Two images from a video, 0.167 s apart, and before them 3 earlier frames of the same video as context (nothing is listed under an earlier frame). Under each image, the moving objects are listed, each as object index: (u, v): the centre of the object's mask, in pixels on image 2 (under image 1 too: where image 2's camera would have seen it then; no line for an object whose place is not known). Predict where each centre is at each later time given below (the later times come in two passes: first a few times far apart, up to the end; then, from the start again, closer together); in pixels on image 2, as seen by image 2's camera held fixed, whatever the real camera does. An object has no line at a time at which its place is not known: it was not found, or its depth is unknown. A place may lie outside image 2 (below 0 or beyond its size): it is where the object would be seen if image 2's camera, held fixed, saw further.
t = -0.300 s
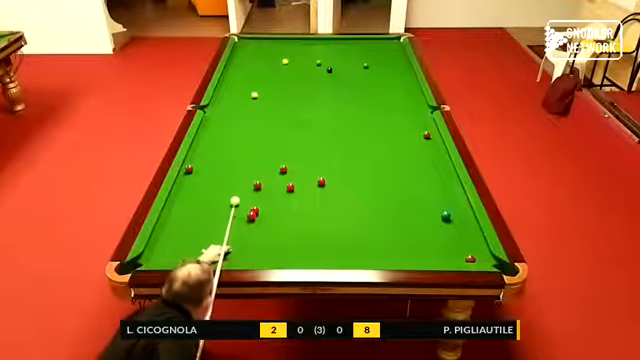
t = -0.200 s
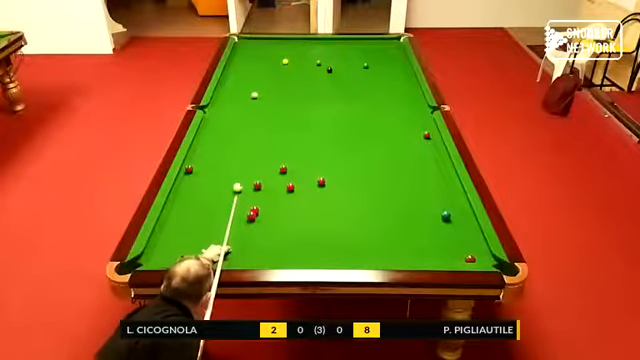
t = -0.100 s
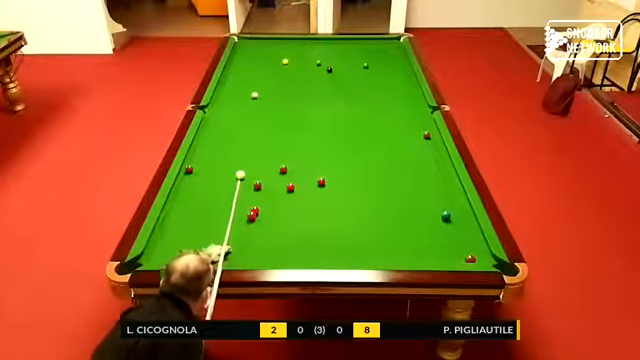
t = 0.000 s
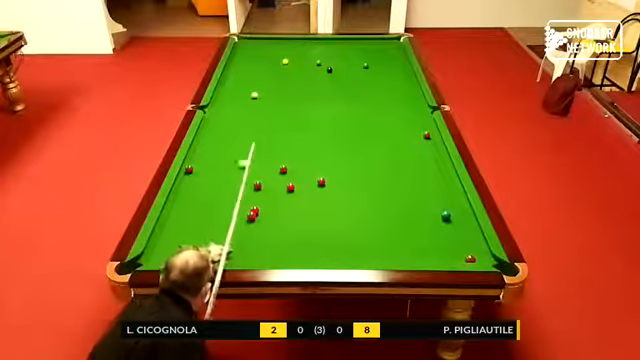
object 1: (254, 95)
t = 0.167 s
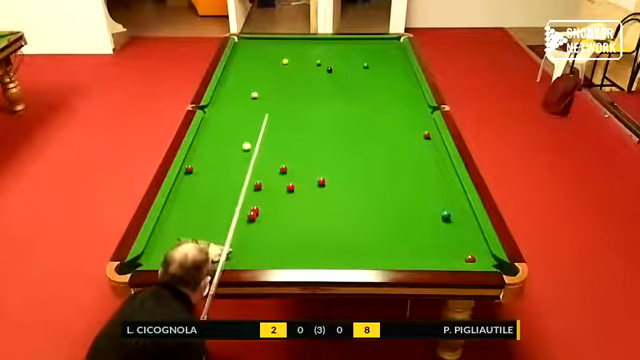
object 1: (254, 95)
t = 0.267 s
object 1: (254, 95)
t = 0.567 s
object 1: (254, 95)
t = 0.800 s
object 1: (254, 94)
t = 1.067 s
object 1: (250, 83)
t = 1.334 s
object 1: (246, 74)
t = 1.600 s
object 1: (244, 67)
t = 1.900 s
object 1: (240, 59)
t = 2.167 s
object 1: (237, 52)
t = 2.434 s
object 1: (236, 47)
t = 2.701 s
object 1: (237, 44)
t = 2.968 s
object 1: (240, 40)
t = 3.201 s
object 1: (241, 38)
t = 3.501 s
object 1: (239, 41)
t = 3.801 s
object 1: (237, 44)
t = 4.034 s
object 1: (236, 46)
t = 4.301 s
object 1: (236, 47)
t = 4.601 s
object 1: (236, 48)
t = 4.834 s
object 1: (236, 50)
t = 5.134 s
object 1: (236, 51)
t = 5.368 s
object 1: (236, 52)
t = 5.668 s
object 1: (236, 52)
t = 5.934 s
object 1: (236, 52)
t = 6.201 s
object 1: (236, 53)
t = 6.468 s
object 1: (235, 53)
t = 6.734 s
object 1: (235, 53)
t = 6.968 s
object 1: (235, 53)
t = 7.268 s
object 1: (235, 53)
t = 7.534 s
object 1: (235, 53)
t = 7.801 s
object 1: (235, 53)
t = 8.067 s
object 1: (235, 53)
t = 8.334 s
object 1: (235, 53)
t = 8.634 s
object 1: (235, 53)
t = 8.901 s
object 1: (236, 53)
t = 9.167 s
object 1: (235, 53)
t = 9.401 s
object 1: (235, 53)
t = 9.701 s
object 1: (235, 53)
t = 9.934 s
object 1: (235, 53)
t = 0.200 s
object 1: (254, 95)
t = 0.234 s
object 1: (254, 95)
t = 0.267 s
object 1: (254, 95)
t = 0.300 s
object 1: (254, 95)
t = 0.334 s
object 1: (254, 95)
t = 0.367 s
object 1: (254, 95)
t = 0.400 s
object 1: (254, 95)
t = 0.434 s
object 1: (254, 95)
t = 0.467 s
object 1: (254, 95)
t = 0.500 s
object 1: (254, 95)
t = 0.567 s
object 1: (254, 95)
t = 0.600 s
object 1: (254, 95)
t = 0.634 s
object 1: (254, 95)
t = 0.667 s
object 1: (254, 95)
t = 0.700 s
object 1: (254, 95)
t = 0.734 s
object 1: (254, 94)
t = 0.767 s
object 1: (254, 94)
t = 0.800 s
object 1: (254, 94)
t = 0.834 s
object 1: (253, 91)
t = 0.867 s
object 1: (252, 91)
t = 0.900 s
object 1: (252, 89)
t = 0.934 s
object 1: (251, 88)
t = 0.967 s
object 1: (252, 87)
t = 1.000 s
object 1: (250, 85)
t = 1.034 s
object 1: (250, 84)
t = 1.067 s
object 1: (250, 83)
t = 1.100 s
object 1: (249, 82)
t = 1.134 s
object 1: (249, 81)
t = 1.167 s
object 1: (248, 80)
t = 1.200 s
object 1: (248, 79)
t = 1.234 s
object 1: (248, 77)
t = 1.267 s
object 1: (247, 76)
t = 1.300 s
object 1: (247, 75)
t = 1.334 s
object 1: (246, 74)
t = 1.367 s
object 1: (246, 73)
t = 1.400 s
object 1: (246, 72)
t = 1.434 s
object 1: (245, 71)
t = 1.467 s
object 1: (245, 70)
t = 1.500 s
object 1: (245, 70)
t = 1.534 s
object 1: (244, 69)
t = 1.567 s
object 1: (244, 68)
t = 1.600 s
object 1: (244, 67)
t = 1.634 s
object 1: (243, 66)
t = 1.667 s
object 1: (243, 65)
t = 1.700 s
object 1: (242, 64)
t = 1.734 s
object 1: (242, 63)
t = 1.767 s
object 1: (242, 62)
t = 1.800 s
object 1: (242, 62)
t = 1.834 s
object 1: (241, 61)
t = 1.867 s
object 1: (241, 60)
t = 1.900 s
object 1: (240, 59)
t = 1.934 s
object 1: (241, 58)
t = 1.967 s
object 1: (240, 57)
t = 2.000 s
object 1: (239, 57)
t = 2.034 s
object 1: (239, 56)
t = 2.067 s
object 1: (239, 55)
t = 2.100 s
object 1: (239, 55)
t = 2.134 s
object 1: (238, 53)
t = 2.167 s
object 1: (237, 52)
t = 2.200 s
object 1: (237, 52)
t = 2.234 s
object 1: (238, 51)
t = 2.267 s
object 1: (237, 51)
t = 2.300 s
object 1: (236, 50)
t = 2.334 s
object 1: (237, 50)
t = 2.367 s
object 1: (236, 48)
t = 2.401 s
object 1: (236, 48)
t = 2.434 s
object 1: (236, 47)
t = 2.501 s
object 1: (236, 47)
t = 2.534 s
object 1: (236, 46)
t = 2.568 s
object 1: (236, 46)
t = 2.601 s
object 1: (236, 44)
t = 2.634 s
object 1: (236, 44)
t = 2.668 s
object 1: (237, 44)
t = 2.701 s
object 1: (237, 44)
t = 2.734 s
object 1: (239, 42)
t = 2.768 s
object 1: (239, 41)
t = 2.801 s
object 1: (239, 41)
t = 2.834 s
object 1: (239, 41)
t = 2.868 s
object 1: (239, 41)
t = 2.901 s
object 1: (239, 41)
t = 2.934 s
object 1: (240, 40)
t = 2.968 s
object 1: (240, 40)
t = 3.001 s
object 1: (241, 39)
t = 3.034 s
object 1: (242, 38)
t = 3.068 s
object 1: (242, 38)
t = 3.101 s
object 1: (242, 38)
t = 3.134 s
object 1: (242, 38)
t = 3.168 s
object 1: (242, 38)
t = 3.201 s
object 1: (241, 38)
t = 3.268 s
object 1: (241, 39)
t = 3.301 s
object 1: (241, 39)
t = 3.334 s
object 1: (240, 40)
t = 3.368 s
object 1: (240, 41)
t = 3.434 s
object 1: (239, 41)
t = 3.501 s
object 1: (239, 41)
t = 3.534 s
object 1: (239, 41)
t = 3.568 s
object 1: (238, 42)
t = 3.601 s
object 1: (238, 42)
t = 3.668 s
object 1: (237, 43)
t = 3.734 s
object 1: (237, 43)
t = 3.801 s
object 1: (237, 44)
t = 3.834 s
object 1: (236, 44)
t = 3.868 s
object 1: (236, 44)
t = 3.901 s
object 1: (236, 44)
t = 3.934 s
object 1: (236, 45)
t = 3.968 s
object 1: (236, 45)
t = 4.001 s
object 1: (236, 45)
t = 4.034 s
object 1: (236, 46)
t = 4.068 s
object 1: (236, 46)
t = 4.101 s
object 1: (236, 46)
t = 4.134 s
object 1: (236, 46)
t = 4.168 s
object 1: (236, 46)
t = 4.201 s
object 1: (235, 46)
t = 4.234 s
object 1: (236, 47)
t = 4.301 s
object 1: (236, 47)
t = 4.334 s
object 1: (236, 47)
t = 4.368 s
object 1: (236, 47)
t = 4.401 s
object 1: (236, 47)
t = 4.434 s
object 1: (236, 48)
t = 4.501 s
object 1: (236, 48)
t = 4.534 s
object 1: (236, 48)
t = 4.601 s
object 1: (236, 48)
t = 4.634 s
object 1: (236, 49)
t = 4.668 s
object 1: (236, 49)
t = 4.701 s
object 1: (236, 49)
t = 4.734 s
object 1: (236, 49)
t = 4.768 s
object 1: (236, 49)
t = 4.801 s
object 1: (236, 49)
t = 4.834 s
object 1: (236, 50)
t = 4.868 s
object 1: (236, 50)
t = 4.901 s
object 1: (236, 50)
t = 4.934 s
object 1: (236, 50)
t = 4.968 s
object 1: (236, 50)
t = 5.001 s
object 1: (236, 50)
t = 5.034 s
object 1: (236, 50)
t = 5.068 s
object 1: (236, 51)
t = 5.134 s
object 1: (236, 51)
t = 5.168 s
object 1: (236, 51)
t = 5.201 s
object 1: (236, 51)
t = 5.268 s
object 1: (236, 51)
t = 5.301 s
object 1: (236, 51)
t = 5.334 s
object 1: (236, 52)
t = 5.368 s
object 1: (236, 52)
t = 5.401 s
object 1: (236, 52)
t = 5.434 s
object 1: (236, 52)
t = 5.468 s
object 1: (236, 52)
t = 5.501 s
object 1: (236, 52)
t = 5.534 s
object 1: (236, 52)
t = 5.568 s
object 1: (236, 52)
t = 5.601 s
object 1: (236, 52)
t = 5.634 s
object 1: (236, 52)
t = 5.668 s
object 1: (236, 52)
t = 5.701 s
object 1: (236, 52)
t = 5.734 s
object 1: (236, 52)
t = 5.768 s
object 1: (236, 52)
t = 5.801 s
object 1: (236, 52)
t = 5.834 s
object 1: (236, 52)
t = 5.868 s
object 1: (236, 52)
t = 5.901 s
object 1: (236, 52)
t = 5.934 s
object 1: (236, 52)
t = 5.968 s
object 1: (236, 52)
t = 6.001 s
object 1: (236, 52)
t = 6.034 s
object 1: (236, 52)
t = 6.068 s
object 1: (236, 52)
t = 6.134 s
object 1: (236, 53)
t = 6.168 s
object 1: (236, 53)
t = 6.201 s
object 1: (236, 53)
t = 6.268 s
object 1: (236, 53)
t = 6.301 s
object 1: (236, 53)
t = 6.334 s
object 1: (236, 53)
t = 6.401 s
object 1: (236, 53)
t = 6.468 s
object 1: (235, 53)
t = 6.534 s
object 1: (235, 53)
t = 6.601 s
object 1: (235, 53)
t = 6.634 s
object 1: (235, 53)
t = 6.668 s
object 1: (235, 53)
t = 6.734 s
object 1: (235, 53)
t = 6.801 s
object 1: (235, 53)
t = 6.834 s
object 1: (235, 53)
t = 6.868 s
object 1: (235, 53)
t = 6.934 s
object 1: (235, 53)
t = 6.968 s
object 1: (235, 53)
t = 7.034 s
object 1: (235, 53)
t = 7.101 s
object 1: (235, 53)
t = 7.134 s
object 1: (235, 53)
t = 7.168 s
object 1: (235, 53)
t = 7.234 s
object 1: (235, 53)
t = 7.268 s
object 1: (235, 53)
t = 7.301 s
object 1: (235, 53)
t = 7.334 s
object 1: (235, 53)
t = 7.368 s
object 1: (235, 53)
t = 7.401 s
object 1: (235, 53)
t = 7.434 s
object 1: (235, 53)
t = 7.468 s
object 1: (235, 53)
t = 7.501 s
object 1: (235, 53)
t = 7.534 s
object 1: (235, 53)
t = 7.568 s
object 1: (235, 53)
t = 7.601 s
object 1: (235, 53)
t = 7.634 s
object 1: (235, 53)
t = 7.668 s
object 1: (235, 53)
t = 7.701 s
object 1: (235, 53)
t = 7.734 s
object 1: (235, 53)
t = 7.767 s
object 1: (235, 53)
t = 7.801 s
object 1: (235, 53)
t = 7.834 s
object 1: (235, 53)
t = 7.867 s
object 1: (235, 53)
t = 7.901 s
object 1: (235, 53)
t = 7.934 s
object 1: (235, 53)
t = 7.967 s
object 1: (235, 53)
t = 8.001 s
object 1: (235, 53)
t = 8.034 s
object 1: (235, 53)
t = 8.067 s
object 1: (235, 53)
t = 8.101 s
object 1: (235, 53)
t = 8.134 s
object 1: (235, 53)
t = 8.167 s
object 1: (235, 53)
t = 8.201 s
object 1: (235, 53)
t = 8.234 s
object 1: (235, 53)
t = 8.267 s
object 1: (235, 53)
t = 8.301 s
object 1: (235, 53)
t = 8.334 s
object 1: (235, 53)
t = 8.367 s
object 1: (235, 53)
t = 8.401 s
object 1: (235, 53)
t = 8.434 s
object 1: (235, 53)
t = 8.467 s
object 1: (235, 53)
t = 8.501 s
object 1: (235, 53)
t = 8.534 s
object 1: (235, 53)
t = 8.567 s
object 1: (235, 53)
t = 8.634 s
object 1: (235, 53)
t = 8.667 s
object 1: (235, 53)
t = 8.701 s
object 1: (235, 53)
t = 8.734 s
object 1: (235, 53)
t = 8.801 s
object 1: (235, 53)
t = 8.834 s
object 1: (235, 53)
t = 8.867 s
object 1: (235, 53)
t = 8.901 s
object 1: (236, 53)
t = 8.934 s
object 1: (236, 53)
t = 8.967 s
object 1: (236, 53)
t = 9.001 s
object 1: (236, 53)
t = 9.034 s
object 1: (236, 53)
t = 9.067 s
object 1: (236, 53)
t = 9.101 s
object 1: (236, 53)
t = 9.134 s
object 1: (235, 53)
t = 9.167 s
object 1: (235, 53)
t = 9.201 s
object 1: (235, 53)
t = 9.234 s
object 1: (235, 53)
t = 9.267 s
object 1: (235, 53)
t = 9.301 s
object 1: (235, 53)
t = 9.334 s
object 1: (235, 53)
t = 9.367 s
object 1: (235, 53)
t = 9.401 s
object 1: (235, 53)
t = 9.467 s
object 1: (235, 53)
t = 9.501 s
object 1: (235, 53)
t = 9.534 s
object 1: (235, 53)
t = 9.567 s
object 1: (235, 53)
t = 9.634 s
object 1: (235, 53)
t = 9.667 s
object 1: (235, 53)
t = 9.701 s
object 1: (235, 53)
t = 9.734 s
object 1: (235, 53)
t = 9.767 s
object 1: (235, 53)
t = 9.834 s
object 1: (235, 53)
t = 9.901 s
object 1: (235, 53)
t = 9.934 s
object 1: (235, 53)
